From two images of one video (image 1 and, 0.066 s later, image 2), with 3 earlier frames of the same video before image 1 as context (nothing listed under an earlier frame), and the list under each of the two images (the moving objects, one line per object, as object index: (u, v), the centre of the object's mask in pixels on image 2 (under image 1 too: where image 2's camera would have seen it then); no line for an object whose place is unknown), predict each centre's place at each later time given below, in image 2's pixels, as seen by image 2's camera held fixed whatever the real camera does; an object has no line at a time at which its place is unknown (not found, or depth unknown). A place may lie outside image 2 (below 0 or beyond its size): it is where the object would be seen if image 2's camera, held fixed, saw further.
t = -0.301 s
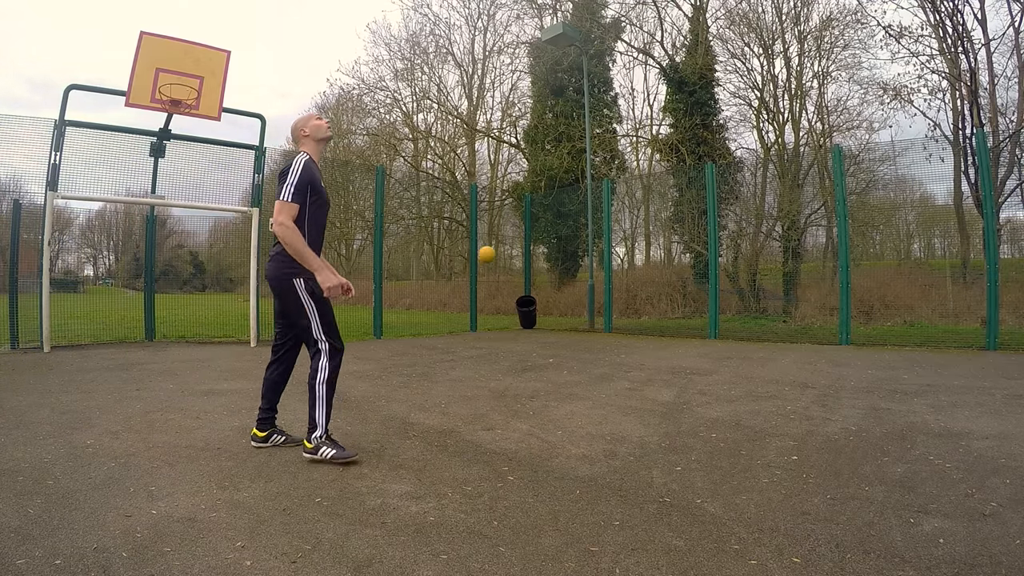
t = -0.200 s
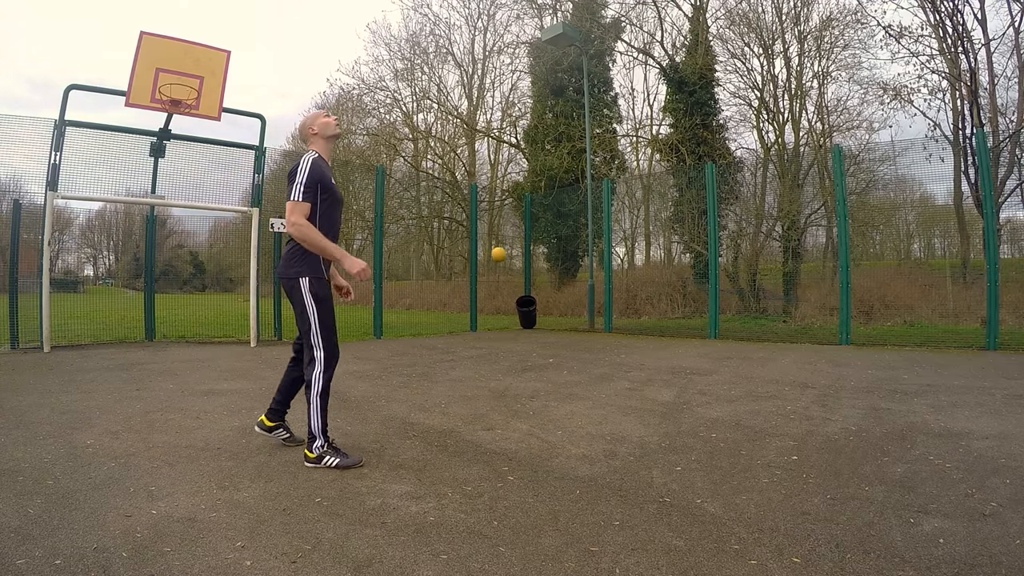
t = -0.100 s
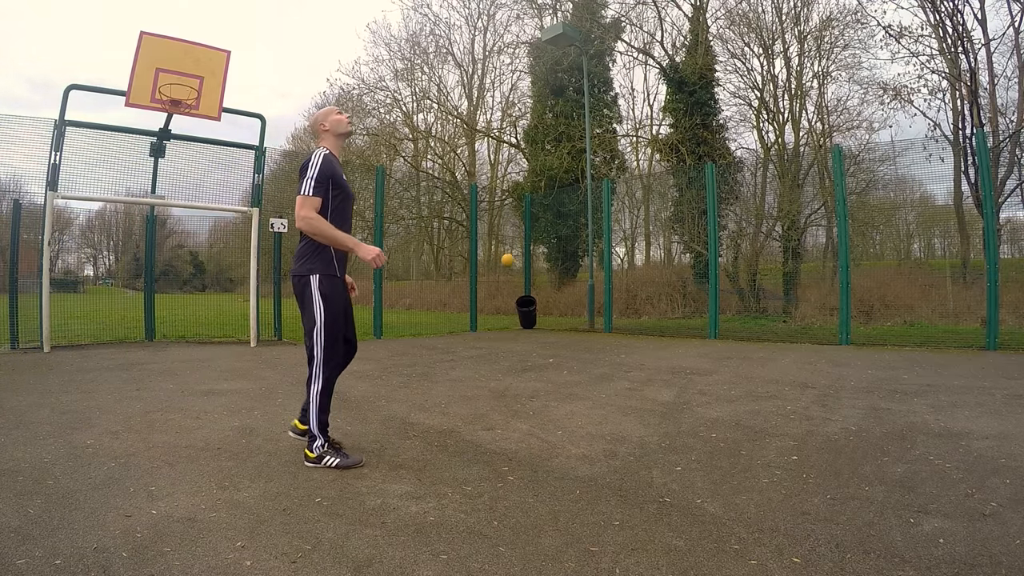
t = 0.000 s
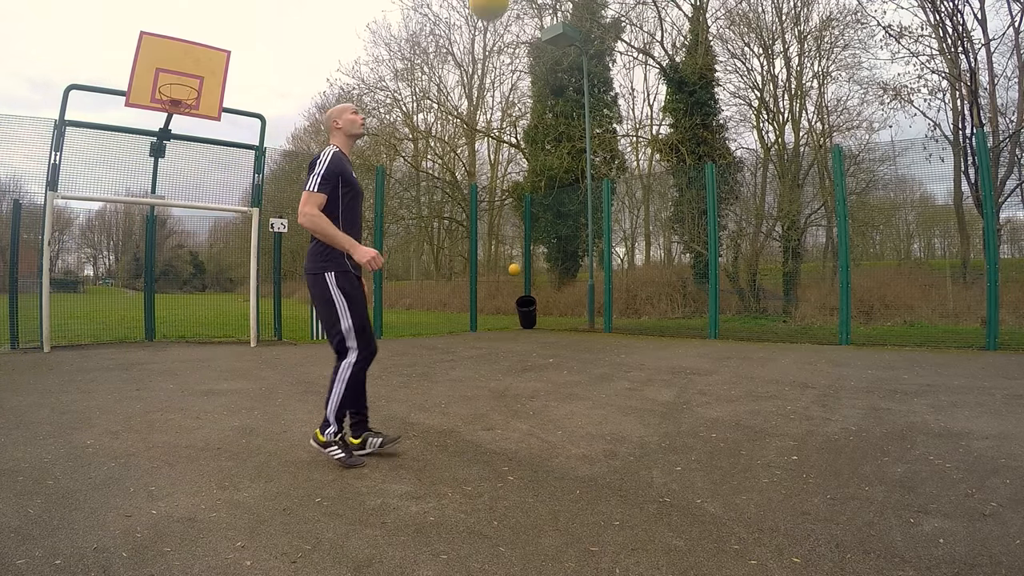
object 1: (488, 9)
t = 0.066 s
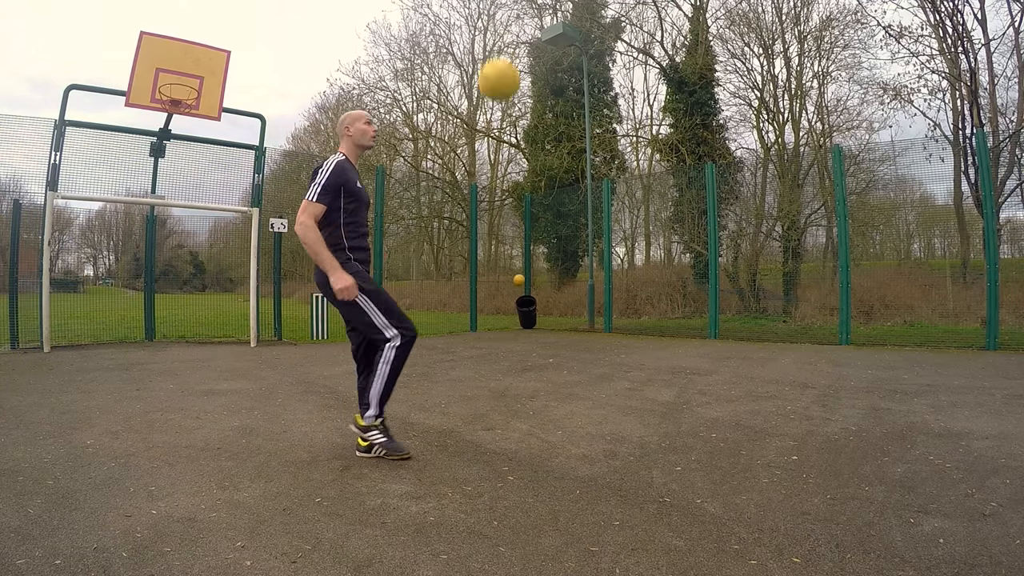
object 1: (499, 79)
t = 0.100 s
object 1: (504, 118)
